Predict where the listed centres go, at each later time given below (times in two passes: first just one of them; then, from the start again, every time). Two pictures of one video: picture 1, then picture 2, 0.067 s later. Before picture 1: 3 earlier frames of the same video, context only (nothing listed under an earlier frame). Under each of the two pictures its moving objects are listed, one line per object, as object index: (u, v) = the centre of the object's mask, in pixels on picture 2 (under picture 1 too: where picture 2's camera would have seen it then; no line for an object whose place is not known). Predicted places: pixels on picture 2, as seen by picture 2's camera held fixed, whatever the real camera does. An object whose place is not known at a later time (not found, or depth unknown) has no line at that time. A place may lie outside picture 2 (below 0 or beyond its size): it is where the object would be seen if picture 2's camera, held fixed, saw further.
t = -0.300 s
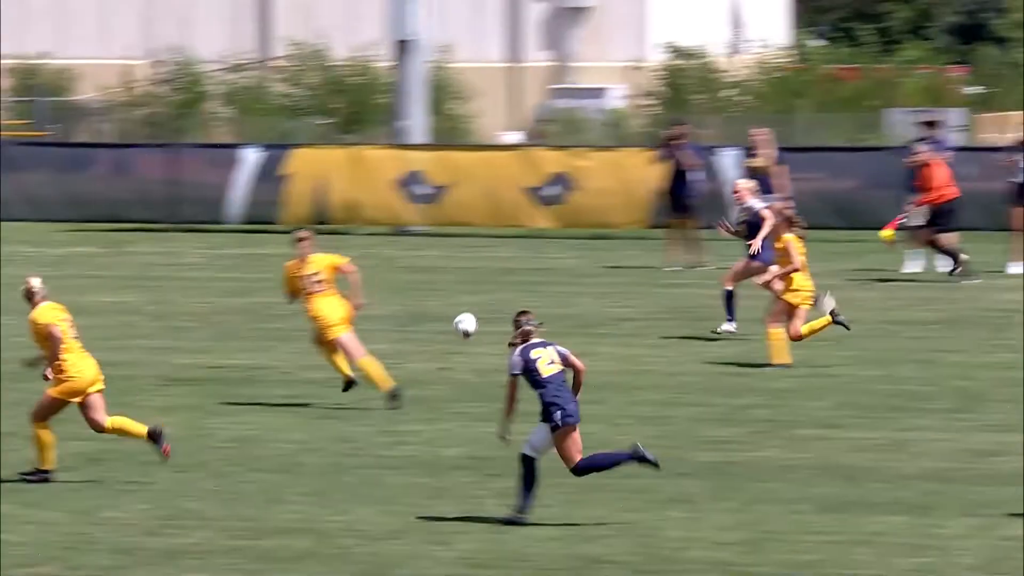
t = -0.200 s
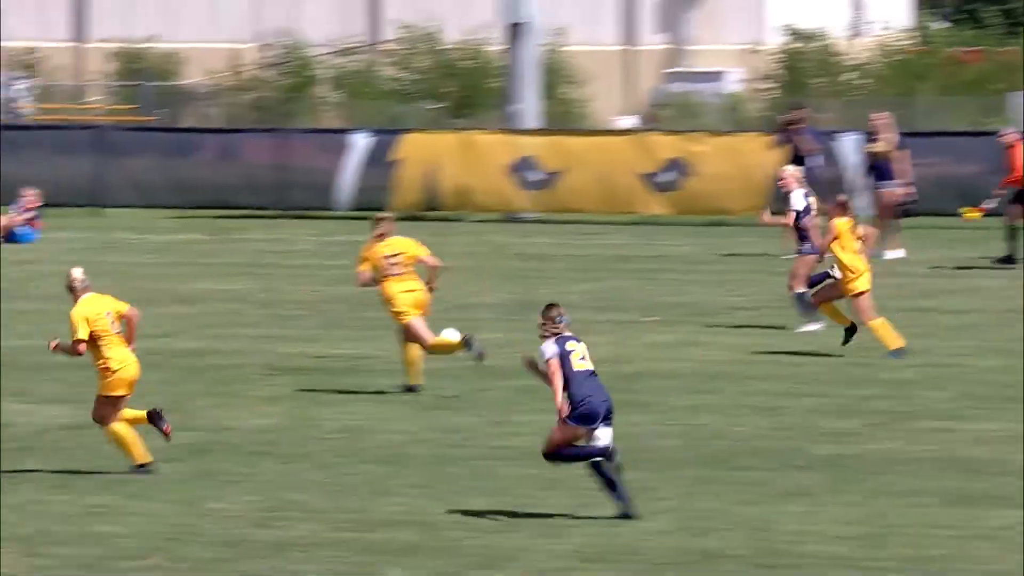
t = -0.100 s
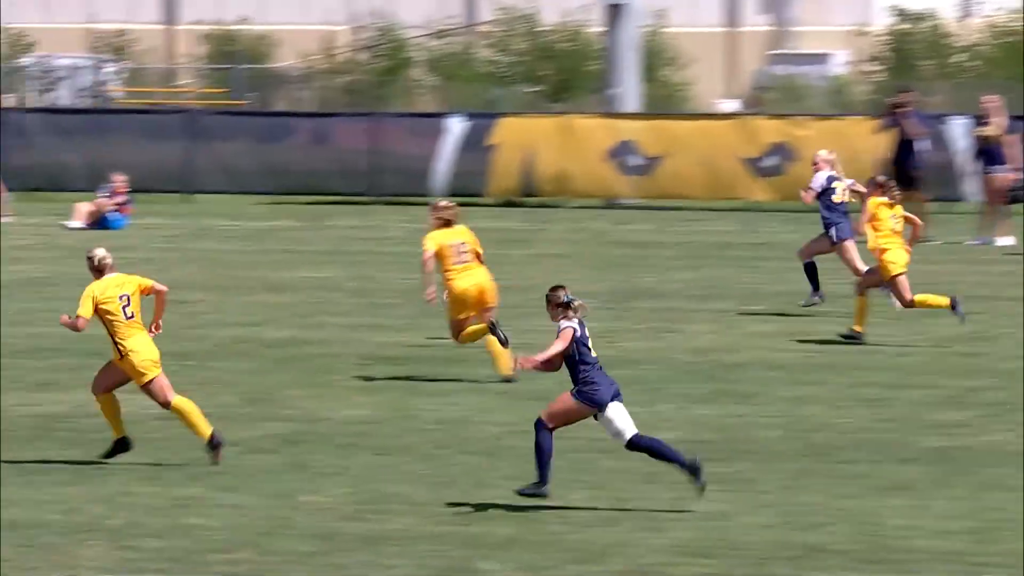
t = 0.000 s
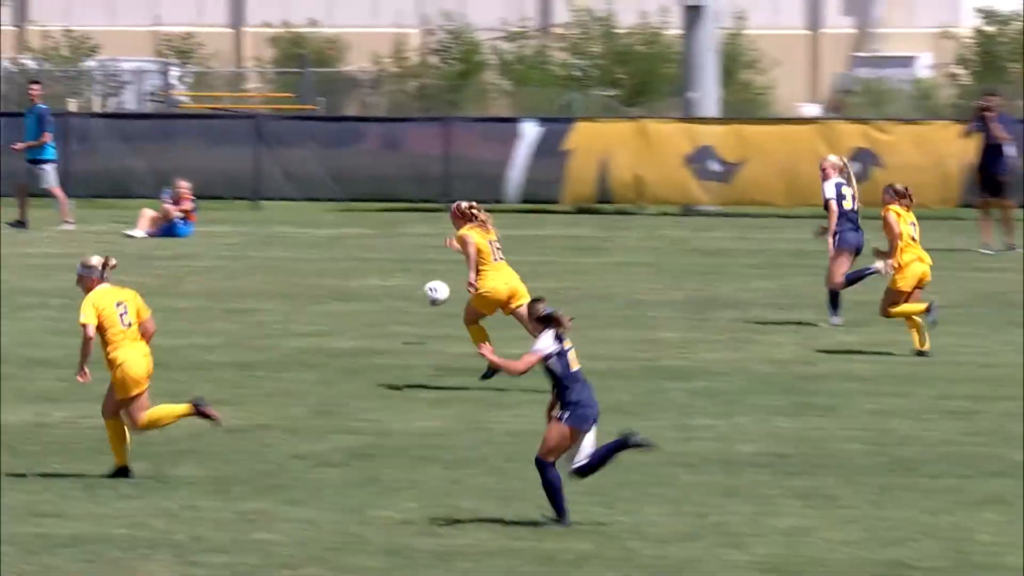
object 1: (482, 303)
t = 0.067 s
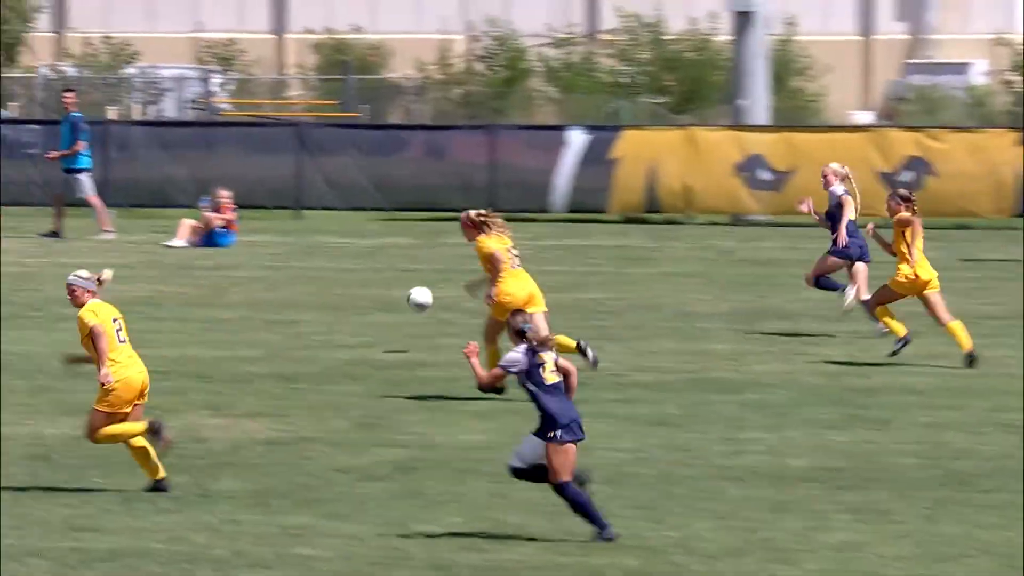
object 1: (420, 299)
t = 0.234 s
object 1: (270, 311)
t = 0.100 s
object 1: (389, 299)
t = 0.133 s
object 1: (360, 299)
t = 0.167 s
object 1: (329, 301)
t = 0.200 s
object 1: (299, 305)
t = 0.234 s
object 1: (270, 311)
